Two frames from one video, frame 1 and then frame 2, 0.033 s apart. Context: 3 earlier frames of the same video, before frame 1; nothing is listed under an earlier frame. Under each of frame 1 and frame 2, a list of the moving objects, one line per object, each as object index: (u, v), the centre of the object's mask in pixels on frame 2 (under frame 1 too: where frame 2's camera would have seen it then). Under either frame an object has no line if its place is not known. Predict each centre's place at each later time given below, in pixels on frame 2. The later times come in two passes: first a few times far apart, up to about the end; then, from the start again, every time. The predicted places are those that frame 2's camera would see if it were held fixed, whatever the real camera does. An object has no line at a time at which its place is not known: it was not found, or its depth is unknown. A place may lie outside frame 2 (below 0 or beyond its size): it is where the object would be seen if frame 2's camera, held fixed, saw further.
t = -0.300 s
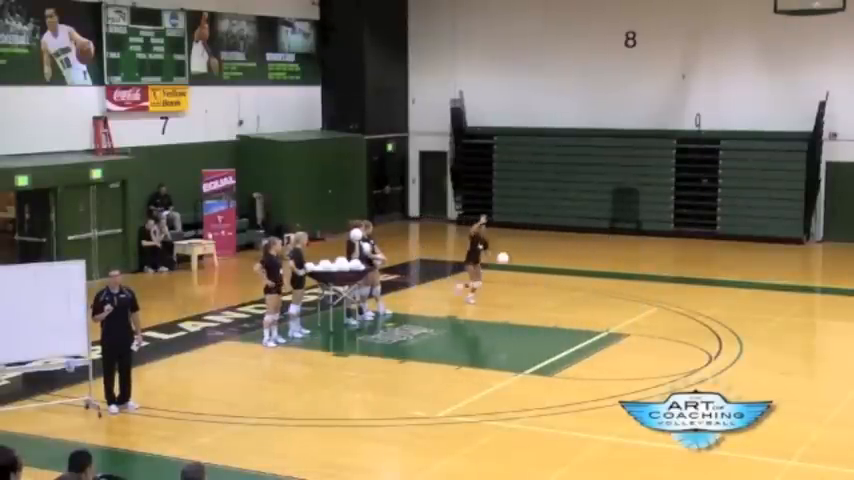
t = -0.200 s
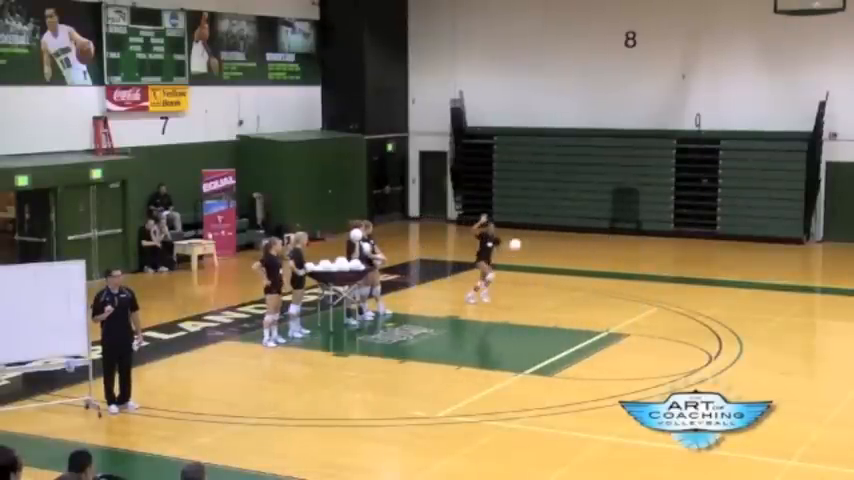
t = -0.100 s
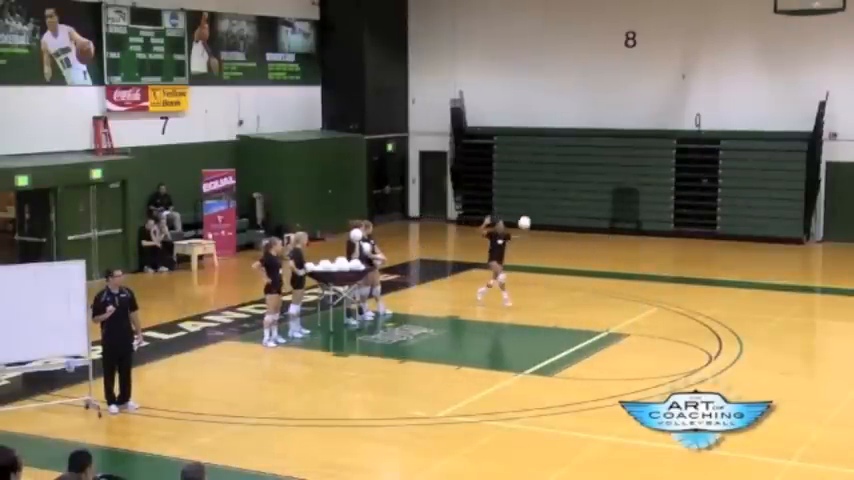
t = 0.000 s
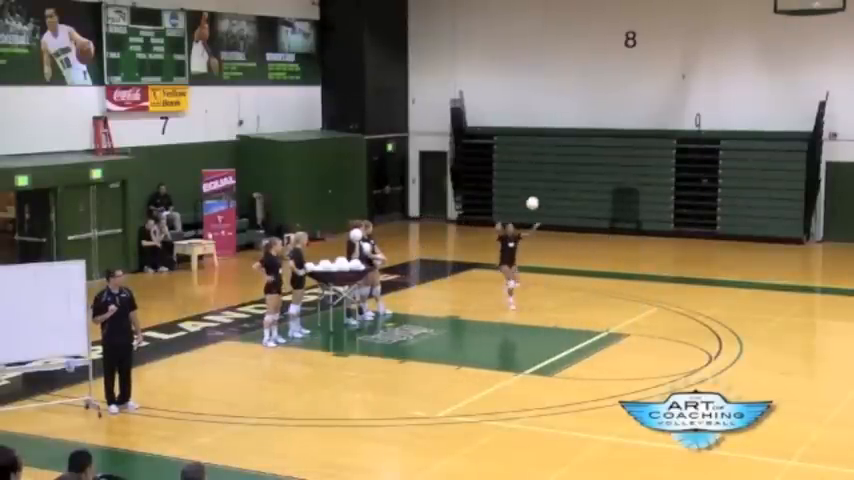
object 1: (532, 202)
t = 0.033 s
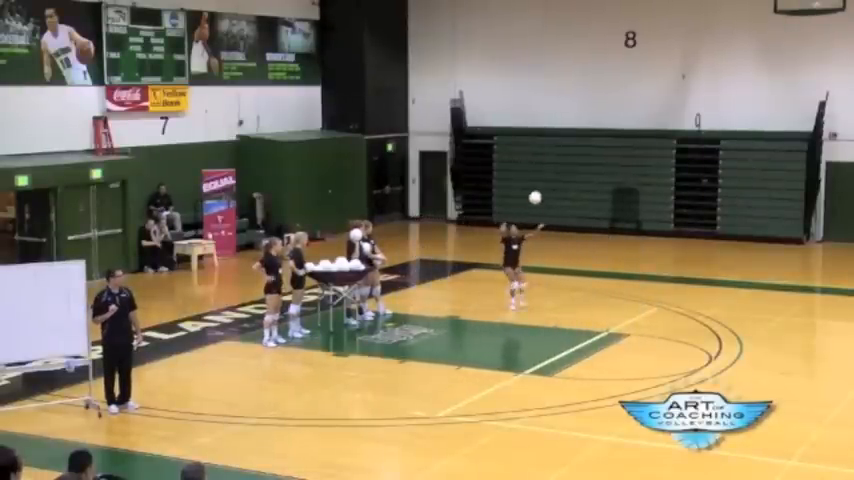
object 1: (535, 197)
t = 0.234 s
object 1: (550, 177)
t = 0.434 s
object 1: (565, 178)
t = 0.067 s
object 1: (537, 192)
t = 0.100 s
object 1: (540, 188)
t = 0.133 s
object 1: (542, 184)
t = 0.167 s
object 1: (545, 181)
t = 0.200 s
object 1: (548, 179)
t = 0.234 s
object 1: (550, 177)
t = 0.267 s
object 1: (553, 176)
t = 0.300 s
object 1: (555, 175)
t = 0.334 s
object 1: (558, 175)
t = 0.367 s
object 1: (560, 175)
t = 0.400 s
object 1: (563, 176)
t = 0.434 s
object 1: (565, 178)
